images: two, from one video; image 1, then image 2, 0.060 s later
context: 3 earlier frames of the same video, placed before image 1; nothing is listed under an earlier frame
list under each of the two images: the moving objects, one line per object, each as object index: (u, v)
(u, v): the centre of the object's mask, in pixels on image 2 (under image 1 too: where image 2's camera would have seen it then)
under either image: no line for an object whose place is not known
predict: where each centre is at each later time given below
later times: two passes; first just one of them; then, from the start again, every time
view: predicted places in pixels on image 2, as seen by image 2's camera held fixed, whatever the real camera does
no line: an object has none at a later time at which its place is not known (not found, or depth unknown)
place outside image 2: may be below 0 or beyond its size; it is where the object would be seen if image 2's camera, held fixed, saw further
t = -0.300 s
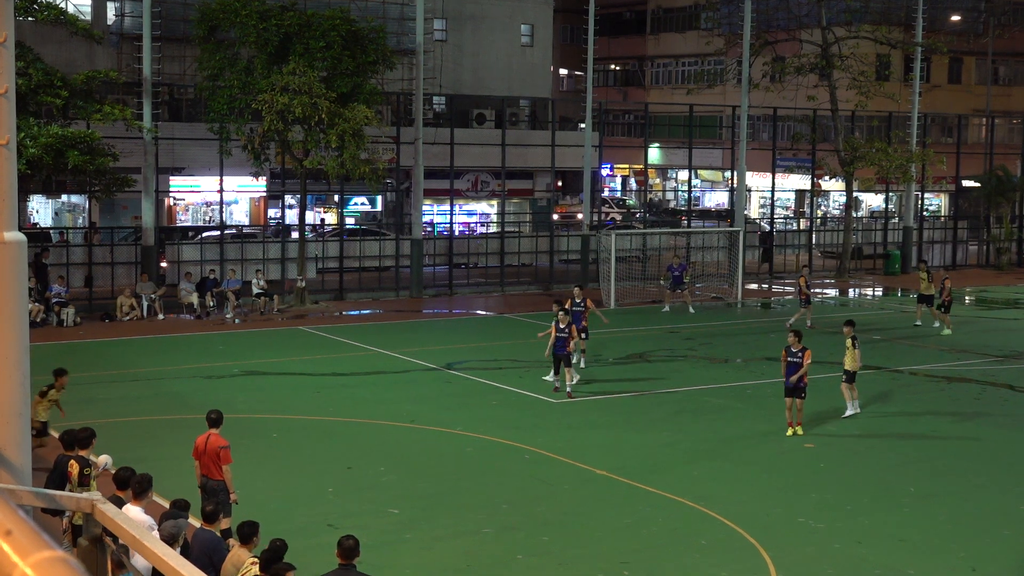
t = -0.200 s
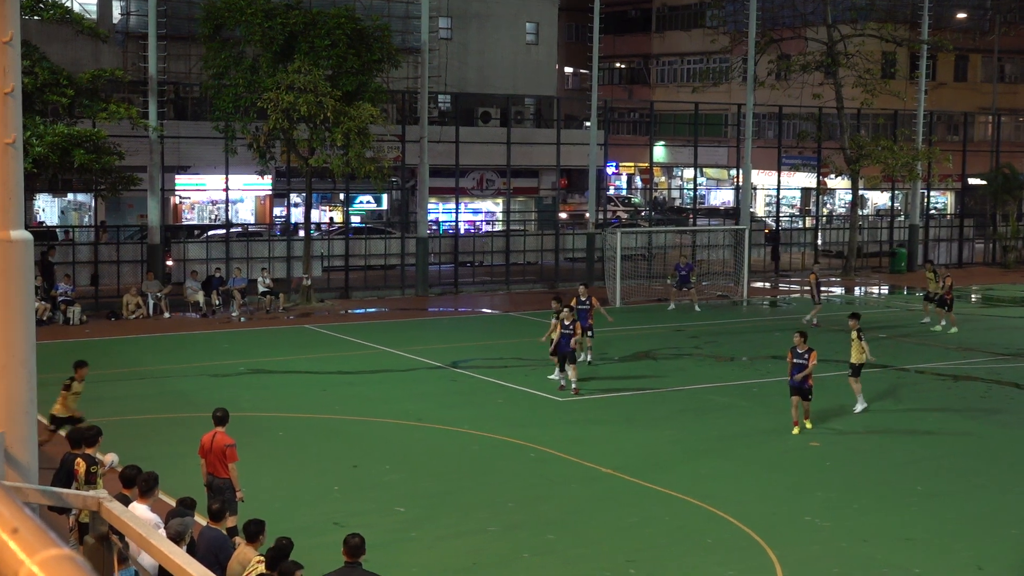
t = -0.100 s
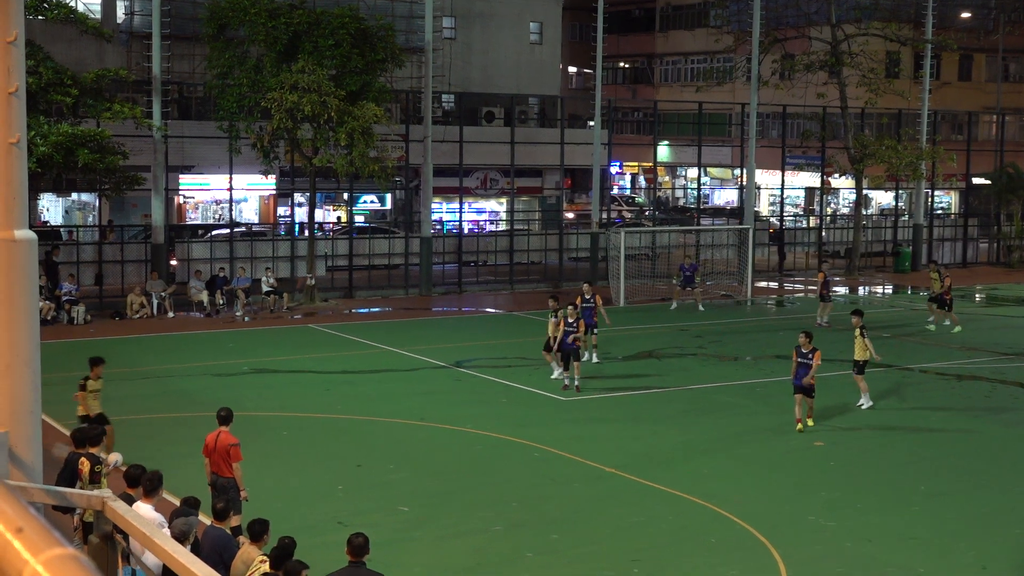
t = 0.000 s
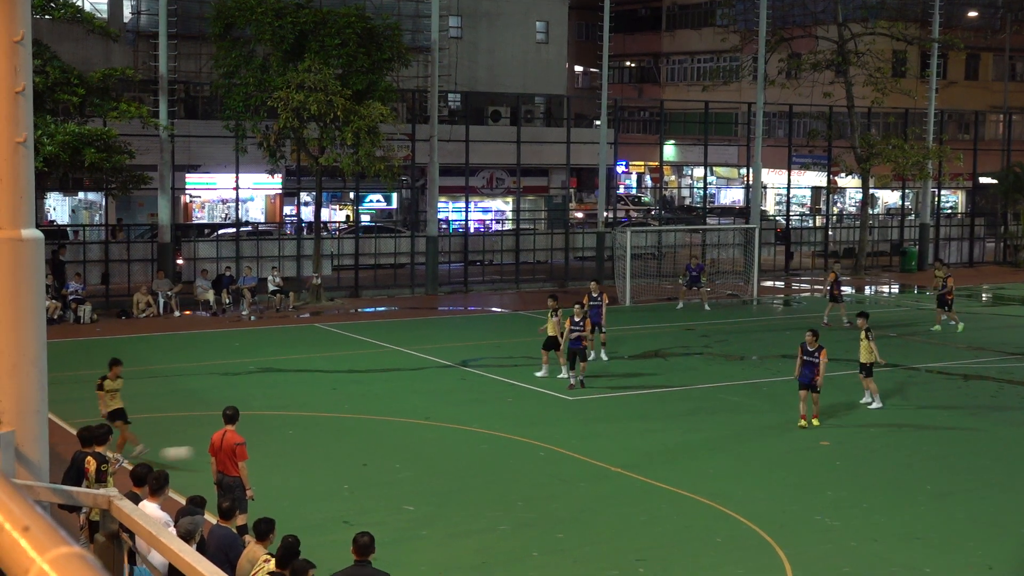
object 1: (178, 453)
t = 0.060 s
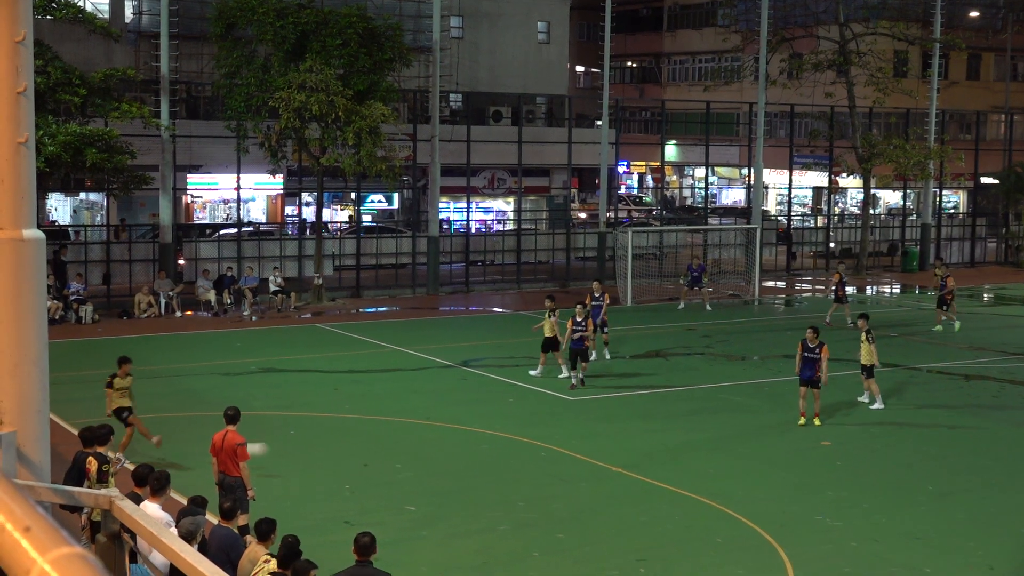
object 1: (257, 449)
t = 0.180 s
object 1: (401, 448)
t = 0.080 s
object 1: (276, 449)
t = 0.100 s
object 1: (300, 448)
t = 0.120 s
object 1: (325, 447)
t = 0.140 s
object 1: (350, 447)
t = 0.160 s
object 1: (376, 448)
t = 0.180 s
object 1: (401, 448)
